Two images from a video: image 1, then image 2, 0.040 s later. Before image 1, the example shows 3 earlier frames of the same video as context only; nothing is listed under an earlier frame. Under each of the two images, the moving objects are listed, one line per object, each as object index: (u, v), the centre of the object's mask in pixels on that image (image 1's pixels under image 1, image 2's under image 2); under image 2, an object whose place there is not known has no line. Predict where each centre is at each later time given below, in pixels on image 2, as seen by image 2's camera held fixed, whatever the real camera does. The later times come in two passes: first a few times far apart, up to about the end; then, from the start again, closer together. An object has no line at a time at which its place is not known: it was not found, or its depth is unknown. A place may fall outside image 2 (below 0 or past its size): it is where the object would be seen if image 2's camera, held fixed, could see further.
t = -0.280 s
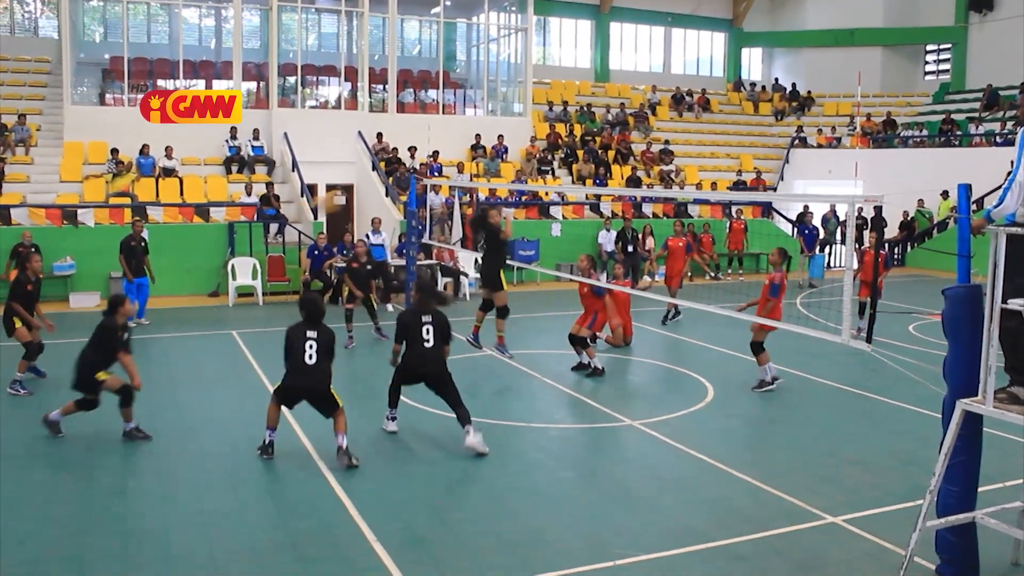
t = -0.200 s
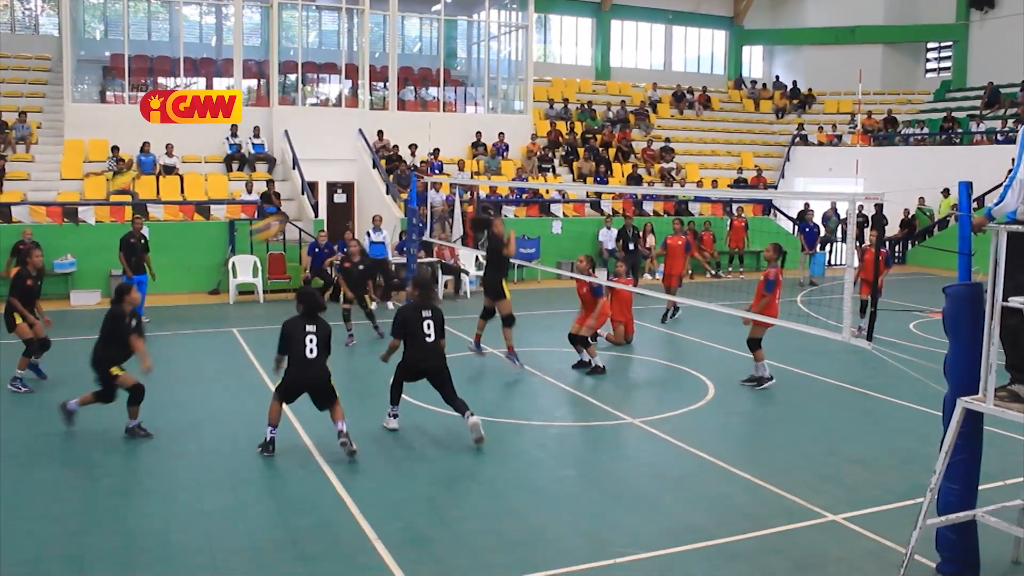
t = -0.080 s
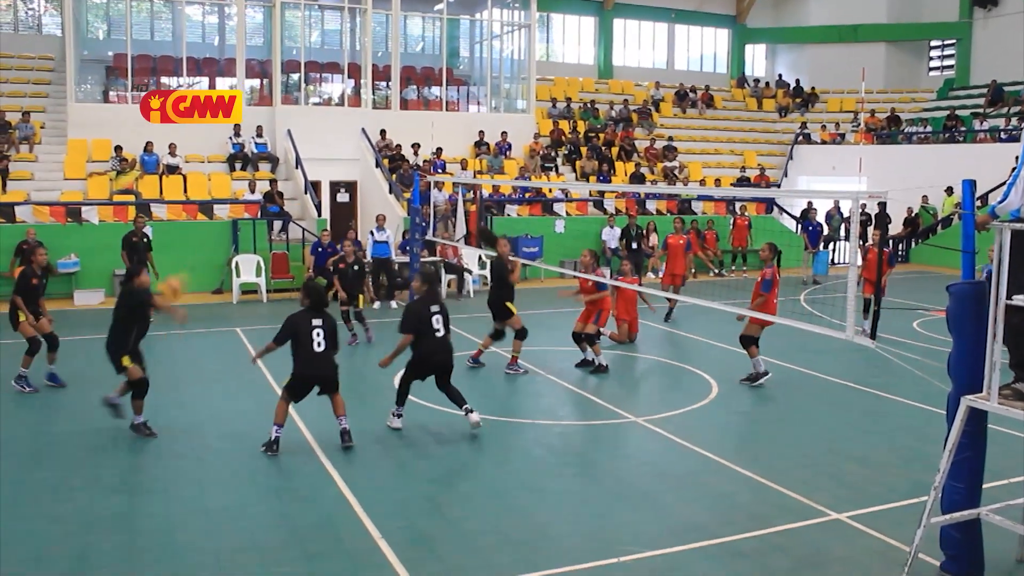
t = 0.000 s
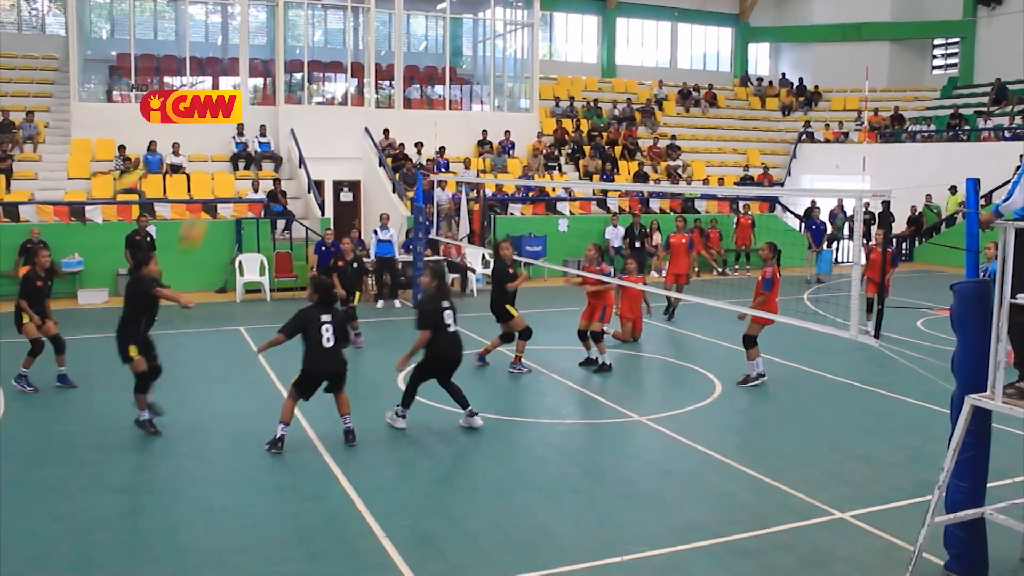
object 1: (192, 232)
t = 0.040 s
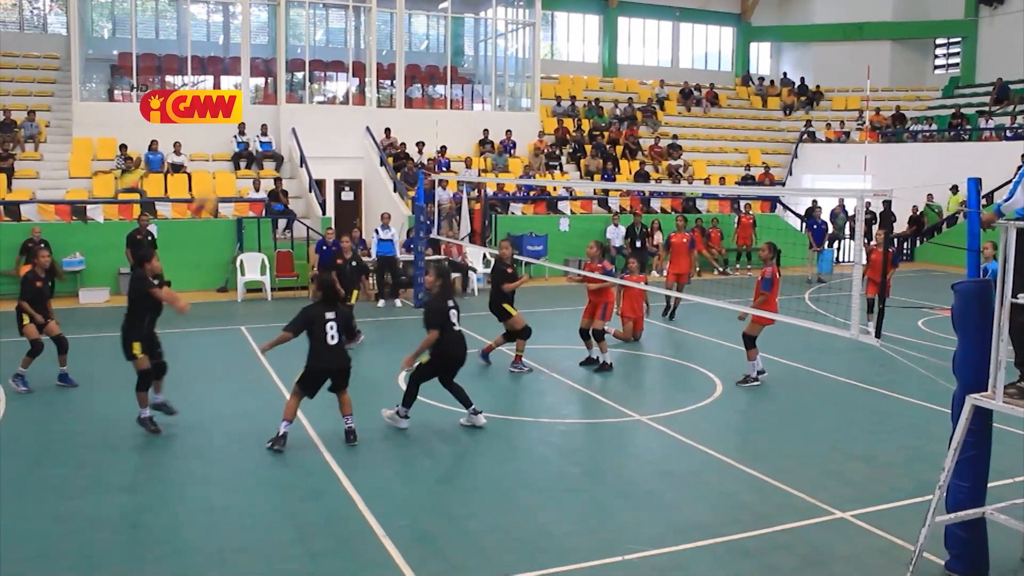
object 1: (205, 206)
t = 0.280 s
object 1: (274, 75)
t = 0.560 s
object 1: (348, 17)
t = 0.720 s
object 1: (386, 23)
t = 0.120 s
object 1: (230, 149)
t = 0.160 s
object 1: (242, 130)
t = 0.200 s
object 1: (253, 108)
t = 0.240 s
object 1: (263, 90)
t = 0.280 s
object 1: (274, 75)
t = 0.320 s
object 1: (286, 62)
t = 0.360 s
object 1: (296, 50)
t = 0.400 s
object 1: (306, 39)
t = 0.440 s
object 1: (317, 31)
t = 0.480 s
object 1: (327, 25)
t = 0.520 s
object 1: (338, 20)
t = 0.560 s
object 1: (348, 17)
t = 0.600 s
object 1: (358, 16)
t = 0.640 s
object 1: (367, 17)
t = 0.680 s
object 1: (377, 19)
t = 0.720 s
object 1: (386, 23)
